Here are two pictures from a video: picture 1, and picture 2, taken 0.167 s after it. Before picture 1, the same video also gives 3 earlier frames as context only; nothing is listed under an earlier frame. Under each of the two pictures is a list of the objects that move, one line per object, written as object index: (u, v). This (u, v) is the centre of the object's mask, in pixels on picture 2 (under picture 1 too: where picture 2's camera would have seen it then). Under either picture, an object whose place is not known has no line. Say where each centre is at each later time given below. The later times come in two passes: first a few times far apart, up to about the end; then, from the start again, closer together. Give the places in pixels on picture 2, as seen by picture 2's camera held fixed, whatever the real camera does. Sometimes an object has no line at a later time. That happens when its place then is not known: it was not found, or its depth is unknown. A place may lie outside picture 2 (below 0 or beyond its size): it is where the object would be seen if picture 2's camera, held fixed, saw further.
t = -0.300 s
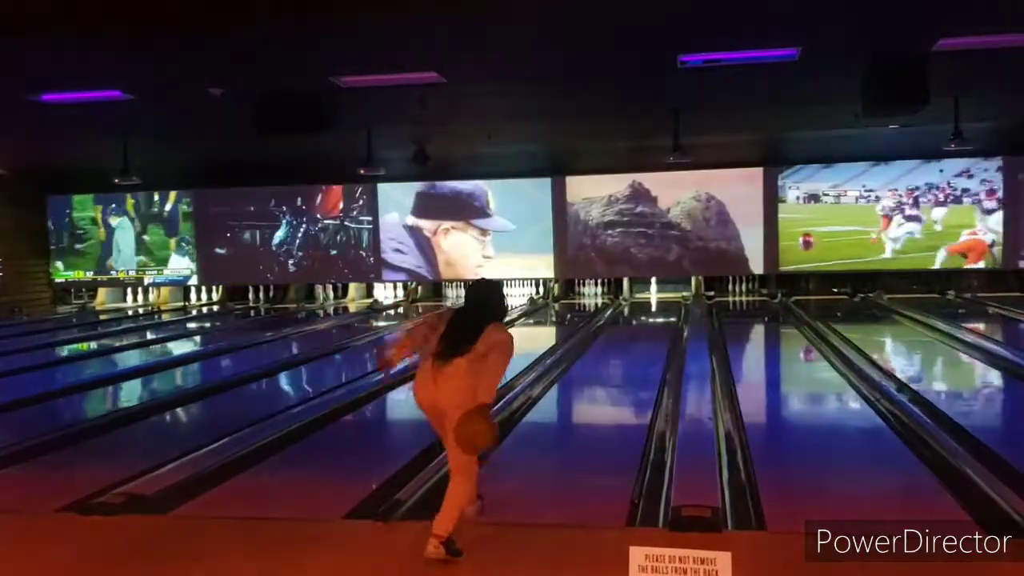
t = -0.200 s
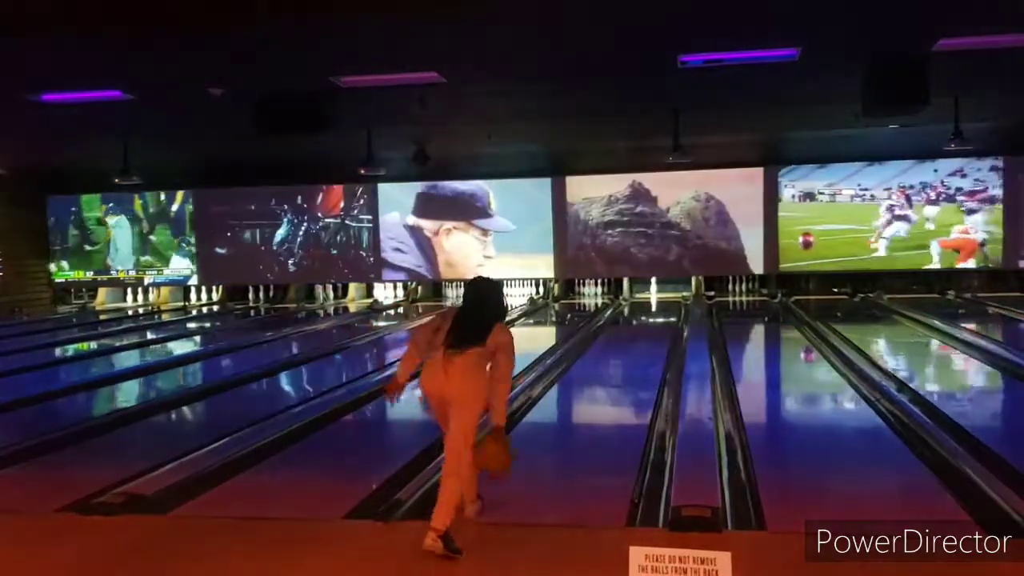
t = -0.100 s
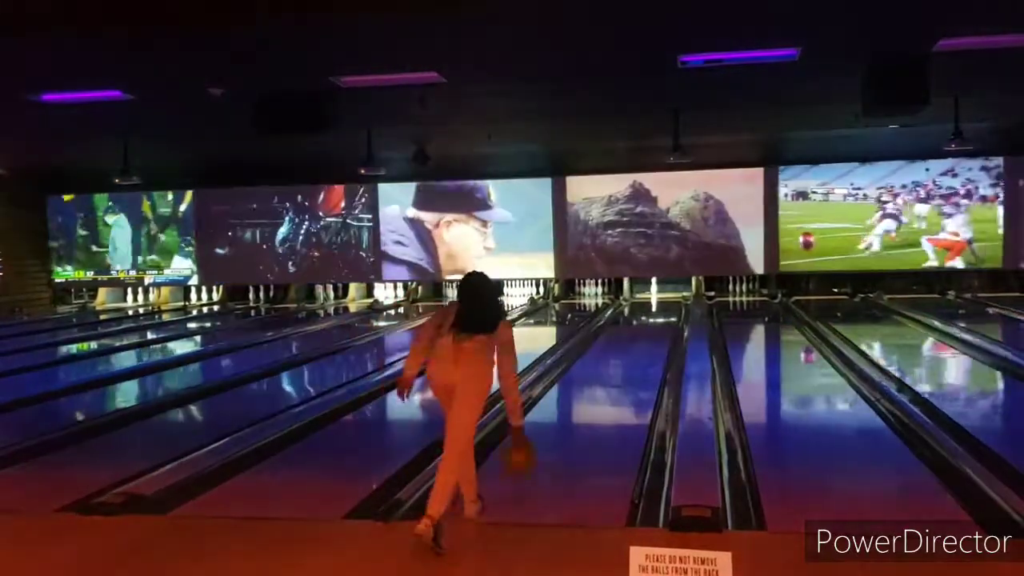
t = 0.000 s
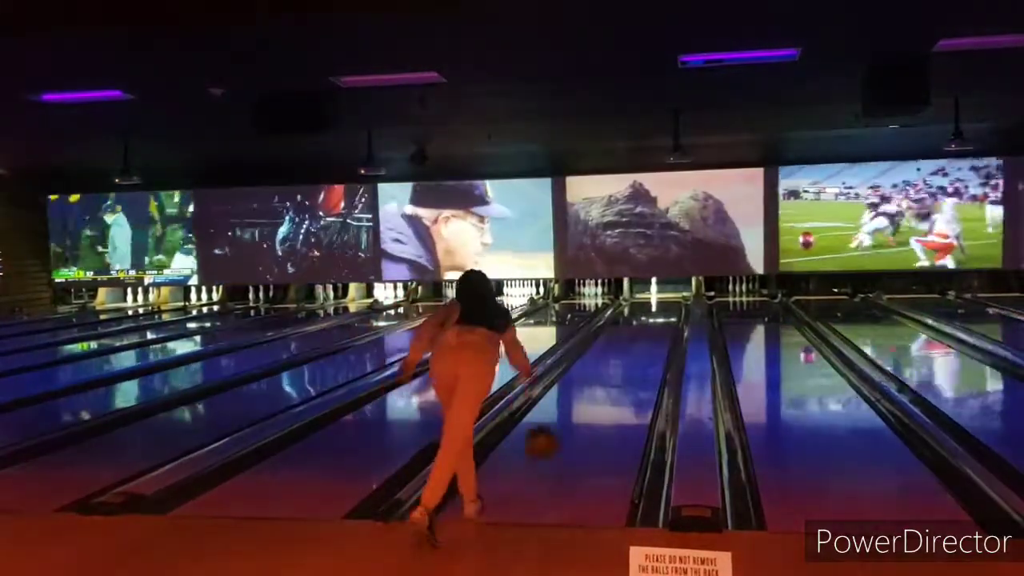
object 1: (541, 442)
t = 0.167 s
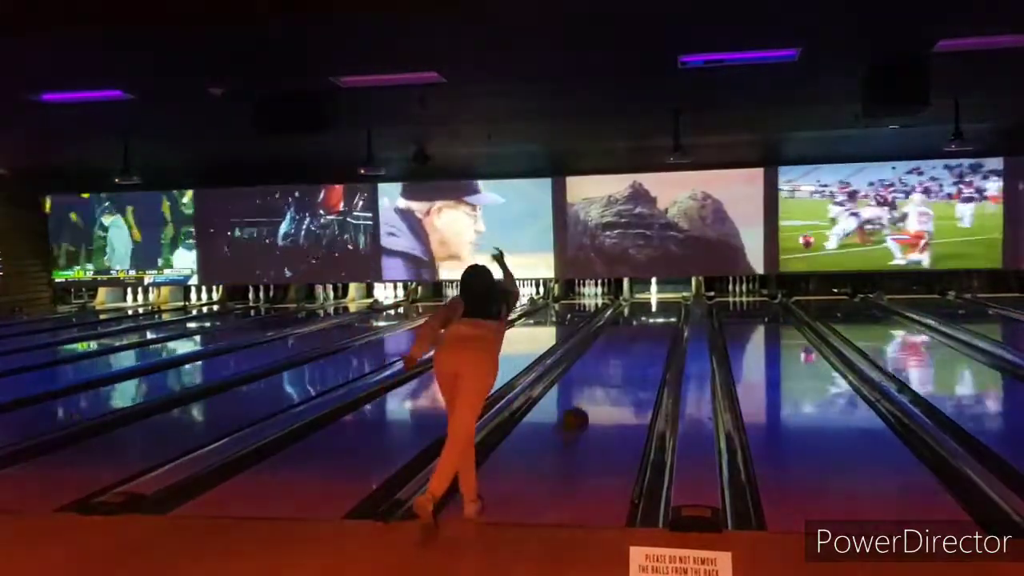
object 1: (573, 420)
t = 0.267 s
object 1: (587, 409)
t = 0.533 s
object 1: (611, 380)
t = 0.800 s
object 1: (629, 361)
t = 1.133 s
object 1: (644, 340)
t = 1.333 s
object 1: (651, 335)
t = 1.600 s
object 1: (658, 325)
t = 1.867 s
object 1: (664, 317)
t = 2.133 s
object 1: (668, 312)
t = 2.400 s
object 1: (673, 305)
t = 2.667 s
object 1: (675, 304)
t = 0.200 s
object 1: (578, 417)
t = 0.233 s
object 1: (583, 415)
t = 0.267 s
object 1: (587, 409)
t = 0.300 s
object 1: (591, 405)
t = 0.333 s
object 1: (595, 401)
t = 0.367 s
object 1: (598, 396)
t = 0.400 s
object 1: (601, 393)
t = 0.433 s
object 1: (603, 389)
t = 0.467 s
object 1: (606, 386)
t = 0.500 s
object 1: (609, 383)
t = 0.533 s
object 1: (611, 380)
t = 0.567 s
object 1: (614, 377)
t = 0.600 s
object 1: (616, 374)
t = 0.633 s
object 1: (619, 371)
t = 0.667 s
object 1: (621, 368)
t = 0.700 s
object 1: (623, 366)
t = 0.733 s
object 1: (626, 363)
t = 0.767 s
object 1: (627, 362)
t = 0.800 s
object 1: (629, 361)
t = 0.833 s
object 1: (631, 358)
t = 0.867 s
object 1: (633, 355)
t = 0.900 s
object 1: (634, 354)
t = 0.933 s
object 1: (637, 350)
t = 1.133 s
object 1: (644, 340)
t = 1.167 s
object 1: (644, 340)
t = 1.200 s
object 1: (647, 339)
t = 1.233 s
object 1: (647, 339)
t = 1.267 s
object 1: (648, 335)
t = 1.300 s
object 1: (649, 335)
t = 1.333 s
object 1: (651, 335)
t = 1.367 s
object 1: (652, 335)
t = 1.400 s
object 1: (653, 332)
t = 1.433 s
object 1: (655, 330)
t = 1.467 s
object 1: (655, 331)
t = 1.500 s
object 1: (656, 330)
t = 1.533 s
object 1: (657, 329)
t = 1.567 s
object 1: (657, 326)
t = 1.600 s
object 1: (658, 325)
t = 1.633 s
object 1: (660, 322)
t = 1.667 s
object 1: (660, 321)
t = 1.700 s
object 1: (660, 322)
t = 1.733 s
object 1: (660, 321)
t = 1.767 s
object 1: (662, 320)
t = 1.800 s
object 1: (663, 317)
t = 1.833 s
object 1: (663, 317)
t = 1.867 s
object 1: (664, 317)
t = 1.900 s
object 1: (666, 316)
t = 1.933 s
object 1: (666, 316)
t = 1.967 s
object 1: (666, 315)
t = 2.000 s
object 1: (667, 315)
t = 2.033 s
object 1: (667, 314)
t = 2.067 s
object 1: (668, 314)
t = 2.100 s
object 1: (668, 314)
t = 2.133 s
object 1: (668, 312)
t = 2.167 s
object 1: (668, 313)
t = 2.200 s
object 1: (669, 309)
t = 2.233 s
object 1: (670, 309)
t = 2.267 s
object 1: (670, 309)
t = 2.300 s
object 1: (670, 308)
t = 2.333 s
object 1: (672, 307)
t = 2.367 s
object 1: (673, 305)
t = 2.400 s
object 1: (673, 305)
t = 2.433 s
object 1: (673, 305)
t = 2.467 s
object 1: (673, 305)
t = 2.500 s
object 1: (674, 306)
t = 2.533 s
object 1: (674, 304)
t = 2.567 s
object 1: (674, 303)
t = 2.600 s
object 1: (674, 304)
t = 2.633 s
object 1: (675, 303)
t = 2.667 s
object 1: (675, 304)
